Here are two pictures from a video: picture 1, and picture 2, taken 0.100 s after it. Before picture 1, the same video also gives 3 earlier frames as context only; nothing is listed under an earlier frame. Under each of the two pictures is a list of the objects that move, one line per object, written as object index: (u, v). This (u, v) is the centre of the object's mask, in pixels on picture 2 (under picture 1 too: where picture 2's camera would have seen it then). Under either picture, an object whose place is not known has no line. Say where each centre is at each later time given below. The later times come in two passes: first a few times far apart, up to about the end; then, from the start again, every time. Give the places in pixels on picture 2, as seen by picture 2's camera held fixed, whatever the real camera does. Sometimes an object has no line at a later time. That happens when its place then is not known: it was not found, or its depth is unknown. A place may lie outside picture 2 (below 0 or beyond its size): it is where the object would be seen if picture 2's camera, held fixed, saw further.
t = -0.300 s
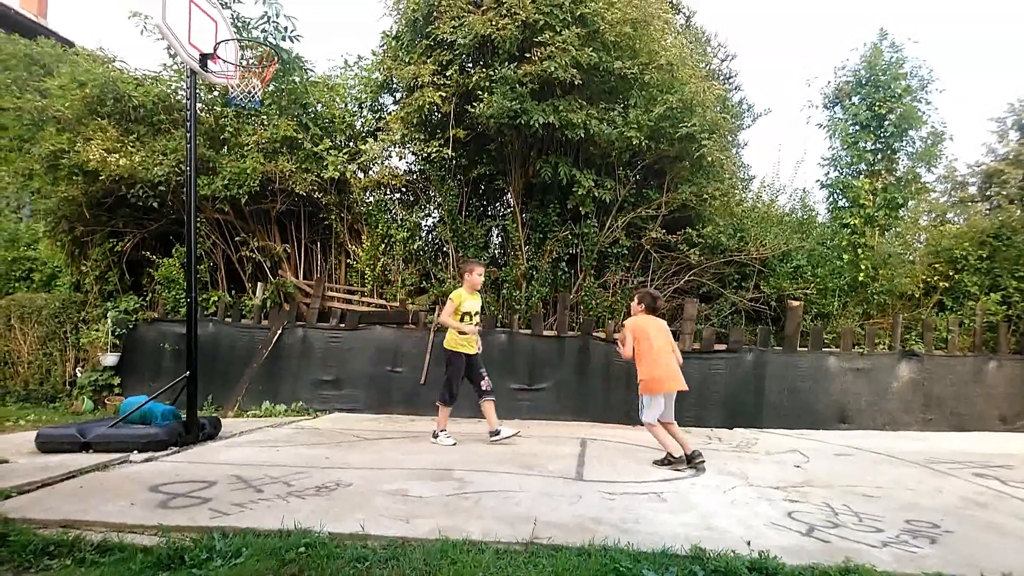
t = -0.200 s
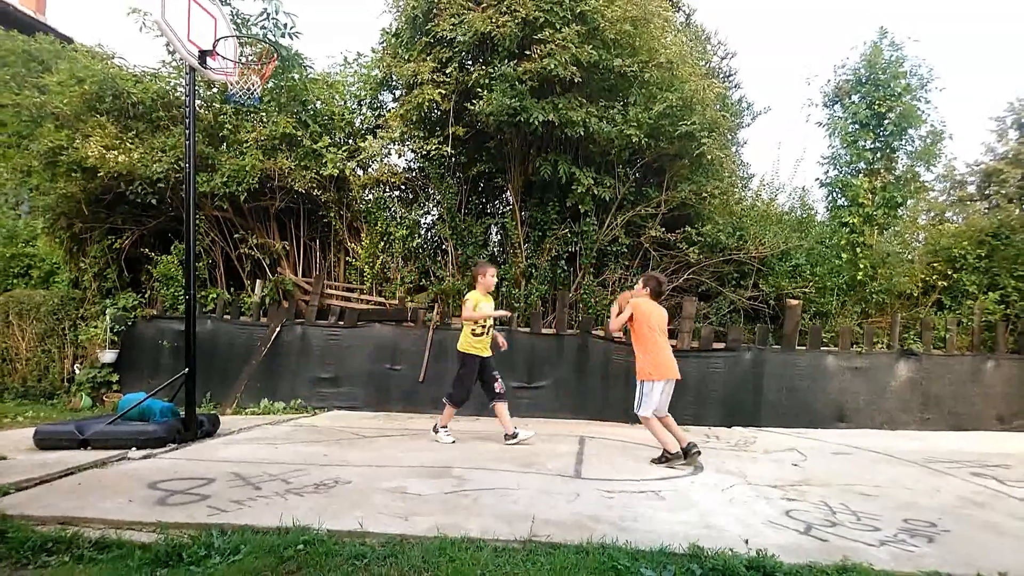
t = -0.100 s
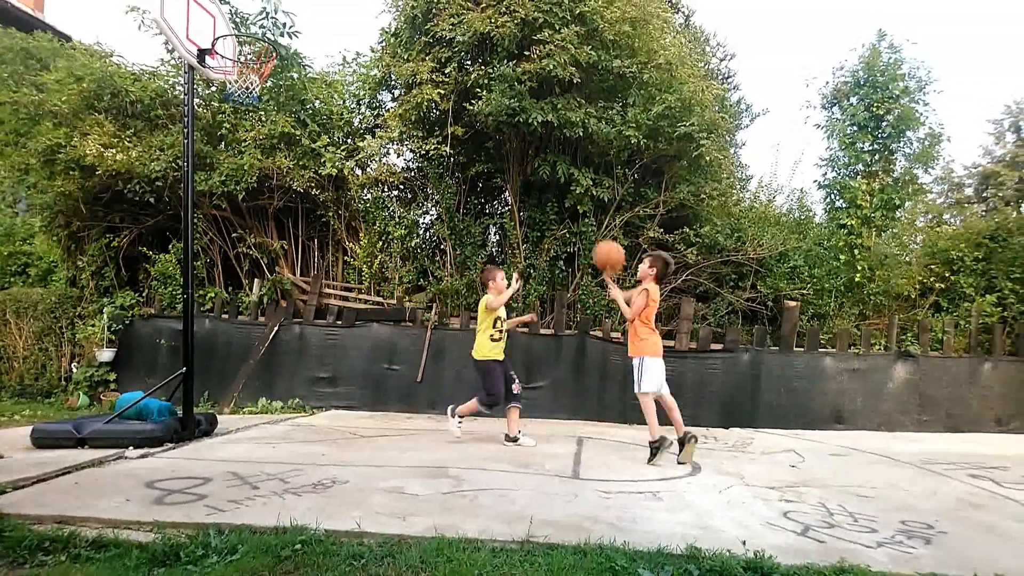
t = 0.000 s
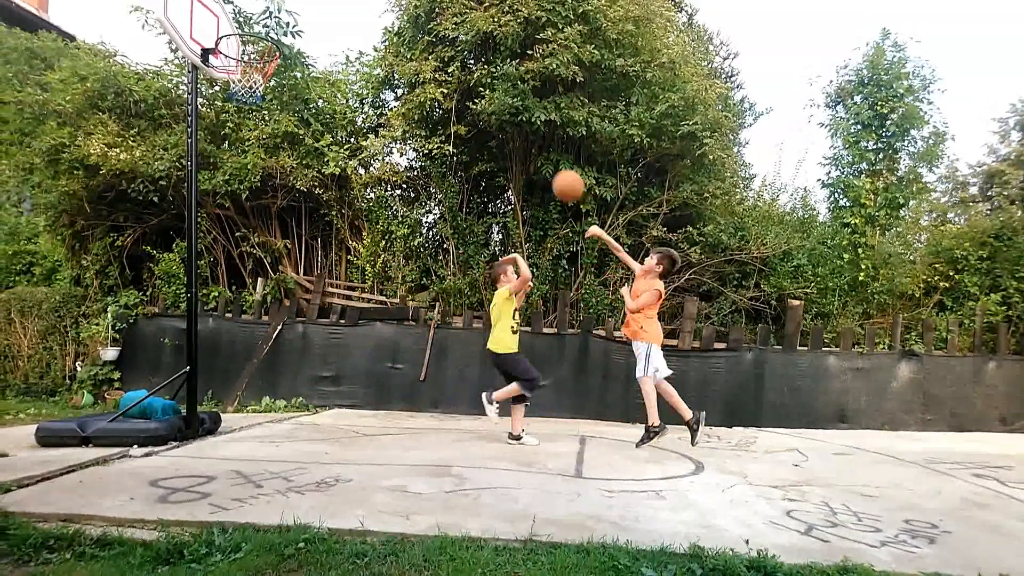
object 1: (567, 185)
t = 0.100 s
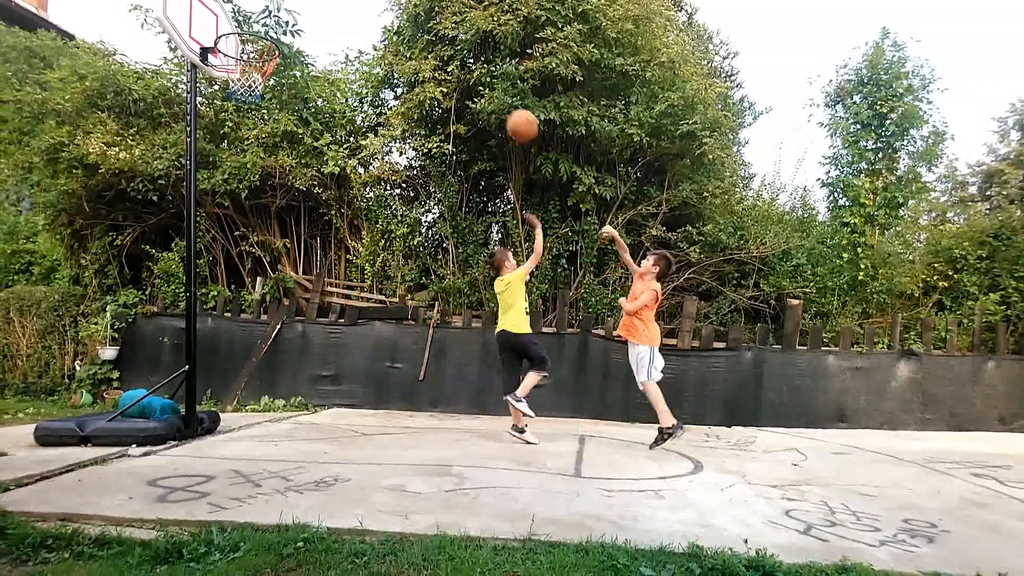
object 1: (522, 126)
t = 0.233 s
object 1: (464, 65)
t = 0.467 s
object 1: (366, 15)
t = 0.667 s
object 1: (285, 21)
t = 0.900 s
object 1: (245, 56)
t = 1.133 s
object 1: (269, 93)
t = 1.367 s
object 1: (282, 178)
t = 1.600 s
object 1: (297, 304)
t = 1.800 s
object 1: (320, 380)
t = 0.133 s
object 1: (508, 109)
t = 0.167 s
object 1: (492, 93)
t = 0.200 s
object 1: (477, 78)
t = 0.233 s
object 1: (464, 65)
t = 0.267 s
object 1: (449, 53)
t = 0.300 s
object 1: (436, 43)
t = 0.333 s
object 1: (421, 34)
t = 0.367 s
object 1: (408, 27)
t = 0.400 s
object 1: (395, 21)
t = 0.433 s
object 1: (380, 17)
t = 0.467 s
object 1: (366, 15)
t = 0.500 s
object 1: (353, 14)
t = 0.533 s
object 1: (340, 14)
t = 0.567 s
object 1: (327, 14)
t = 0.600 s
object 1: (313, 15)
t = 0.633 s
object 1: (299, 17)
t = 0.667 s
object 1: (285, 21)
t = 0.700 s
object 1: (272, 26)
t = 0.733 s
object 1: (259, 33)
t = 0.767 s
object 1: (247, 41)
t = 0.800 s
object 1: (235, 47)
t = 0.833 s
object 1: (240, 55)
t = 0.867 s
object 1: (243, 56)
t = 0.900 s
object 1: (245, 56)
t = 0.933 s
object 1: (248, 58)
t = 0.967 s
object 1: (250, 61)
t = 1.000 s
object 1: (251, 63)
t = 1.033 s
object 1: (258, 68)
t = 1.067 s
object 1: (261, 75)
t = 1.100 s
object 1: (265, 83)
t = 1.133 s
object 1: (269, 93)
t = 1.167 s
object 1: (268, 102)
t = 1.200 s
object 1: (270, 113)
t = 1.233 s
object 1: (272, 124)
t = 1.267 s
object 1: (275, 135)
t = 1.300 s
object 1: (277, 149)
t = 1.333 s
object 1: (280, 163)
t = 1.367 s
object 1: (282, 178)
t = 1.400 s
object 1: (285, 195)
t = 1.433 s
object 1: (287, 210)
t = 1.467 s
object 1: (289, 228)
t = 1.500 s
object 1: (290, 245)
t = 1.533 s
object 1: (293, 264)
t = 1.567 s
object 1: (294, 284)
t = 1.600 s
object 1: (297, 304)
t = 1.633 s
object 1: (298, 324)
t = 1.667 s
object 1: (300, 347)
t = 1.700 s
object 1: (302, 369)
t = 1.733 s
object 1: (303, 392)
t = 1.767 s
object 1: (309, 397)
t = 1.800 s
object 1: (320, 380)
